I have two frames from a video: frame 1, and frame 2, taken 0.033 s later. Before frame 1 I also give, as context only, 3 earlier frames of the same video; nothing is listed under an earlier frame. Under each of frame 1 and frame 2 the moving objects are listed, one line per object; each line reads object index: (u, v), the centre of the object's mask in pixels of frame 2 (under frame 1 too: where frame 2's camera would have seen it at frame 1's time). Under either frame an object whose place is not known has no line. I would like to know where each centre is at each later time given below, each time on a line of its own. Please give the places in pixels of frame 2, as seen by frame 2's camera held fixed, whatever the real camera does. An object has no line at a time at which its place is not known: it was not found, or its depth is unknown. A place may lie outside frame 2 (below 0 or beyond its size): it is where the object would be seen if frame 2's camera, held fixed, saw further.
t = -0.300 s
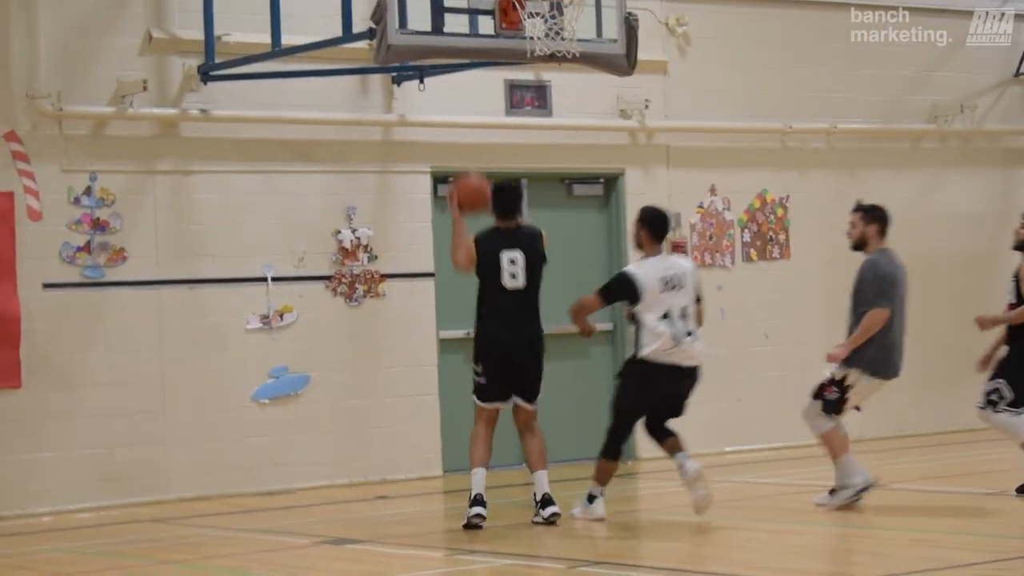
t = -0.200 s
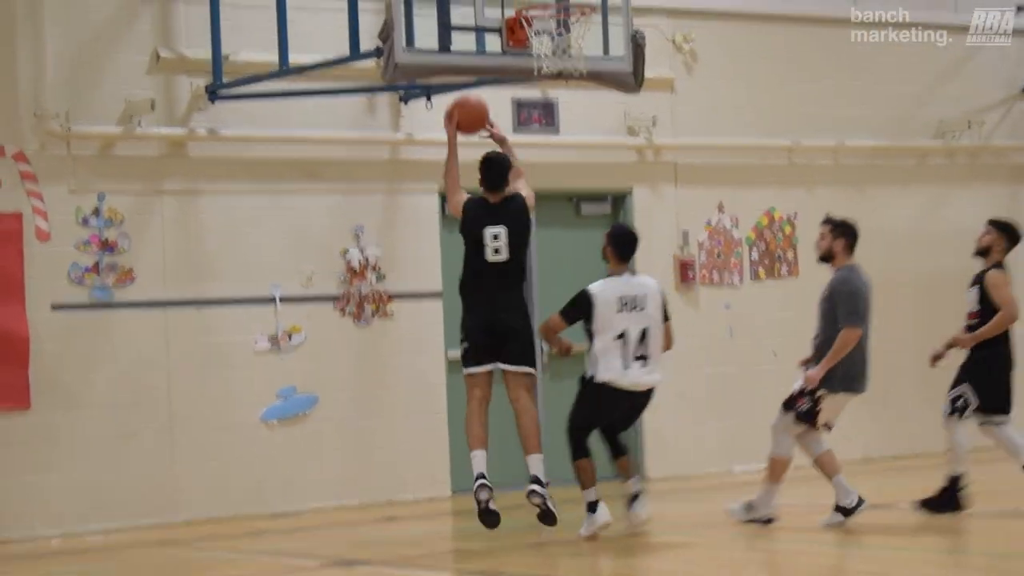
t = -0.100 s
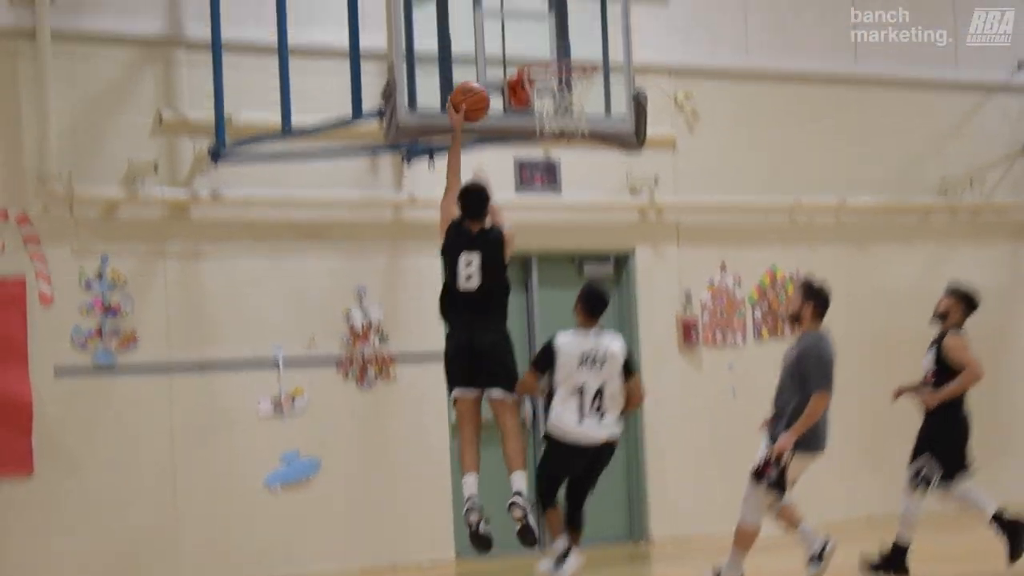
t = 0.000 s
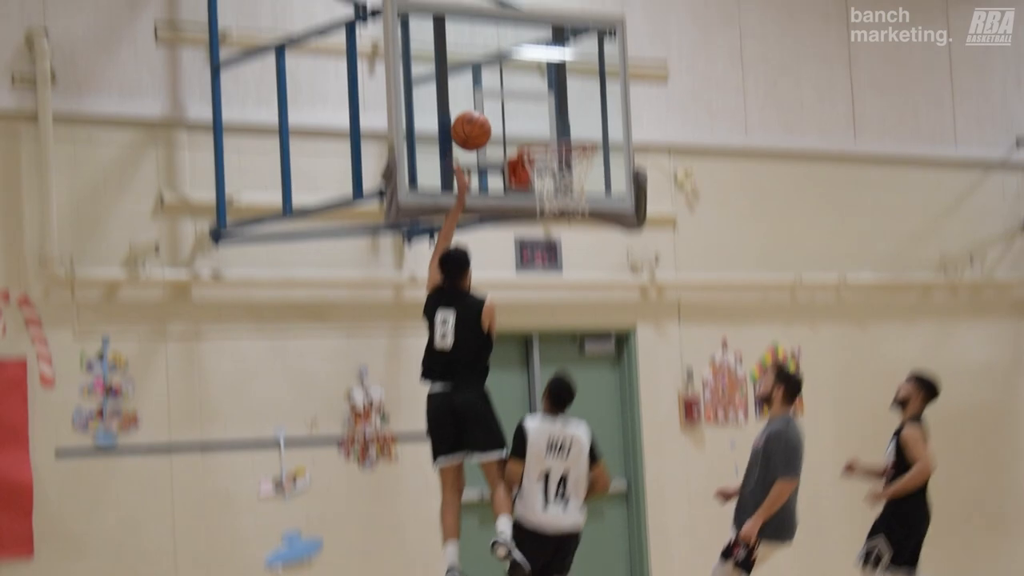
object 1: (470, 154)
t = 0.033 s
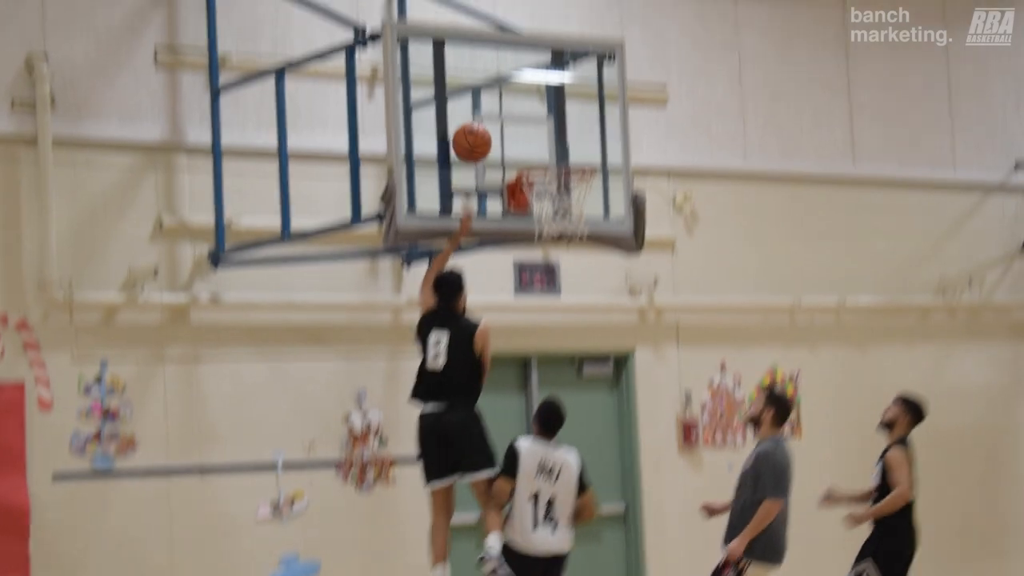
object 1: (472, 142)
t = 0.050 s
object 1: (475, 138)
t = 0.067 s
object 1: (479, 135)
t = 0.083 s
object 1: (483, 132)
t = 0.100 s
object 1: (486, 129)
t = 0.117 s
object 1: (490, 127)
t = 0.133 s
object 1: (493, 125)
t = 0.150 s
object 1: (497, 123)
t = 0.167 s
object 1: (501, 122)
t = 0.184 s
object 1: (504, 122)
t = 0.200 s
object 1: (508, 122)
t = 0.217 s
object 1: (511, 122)
